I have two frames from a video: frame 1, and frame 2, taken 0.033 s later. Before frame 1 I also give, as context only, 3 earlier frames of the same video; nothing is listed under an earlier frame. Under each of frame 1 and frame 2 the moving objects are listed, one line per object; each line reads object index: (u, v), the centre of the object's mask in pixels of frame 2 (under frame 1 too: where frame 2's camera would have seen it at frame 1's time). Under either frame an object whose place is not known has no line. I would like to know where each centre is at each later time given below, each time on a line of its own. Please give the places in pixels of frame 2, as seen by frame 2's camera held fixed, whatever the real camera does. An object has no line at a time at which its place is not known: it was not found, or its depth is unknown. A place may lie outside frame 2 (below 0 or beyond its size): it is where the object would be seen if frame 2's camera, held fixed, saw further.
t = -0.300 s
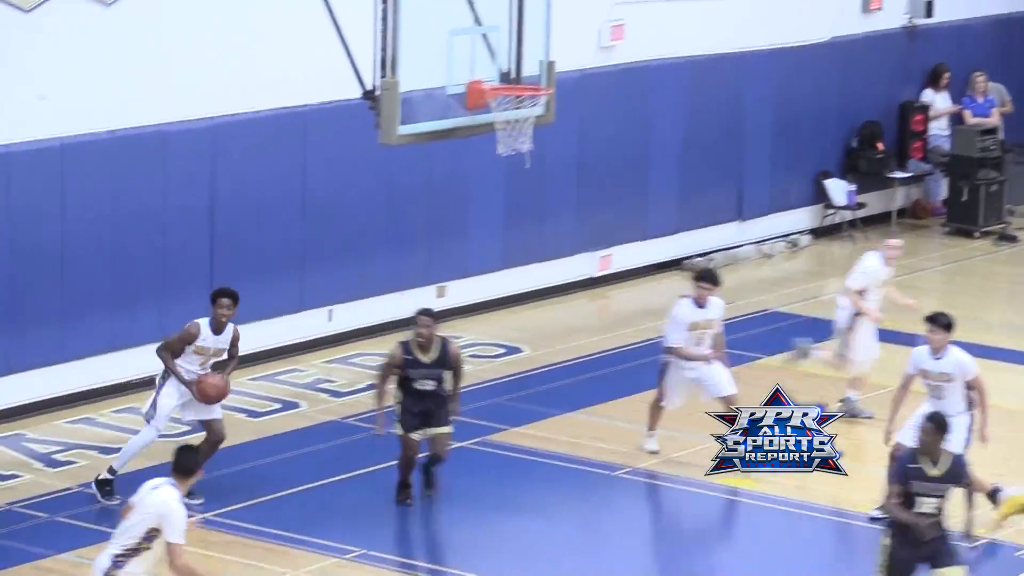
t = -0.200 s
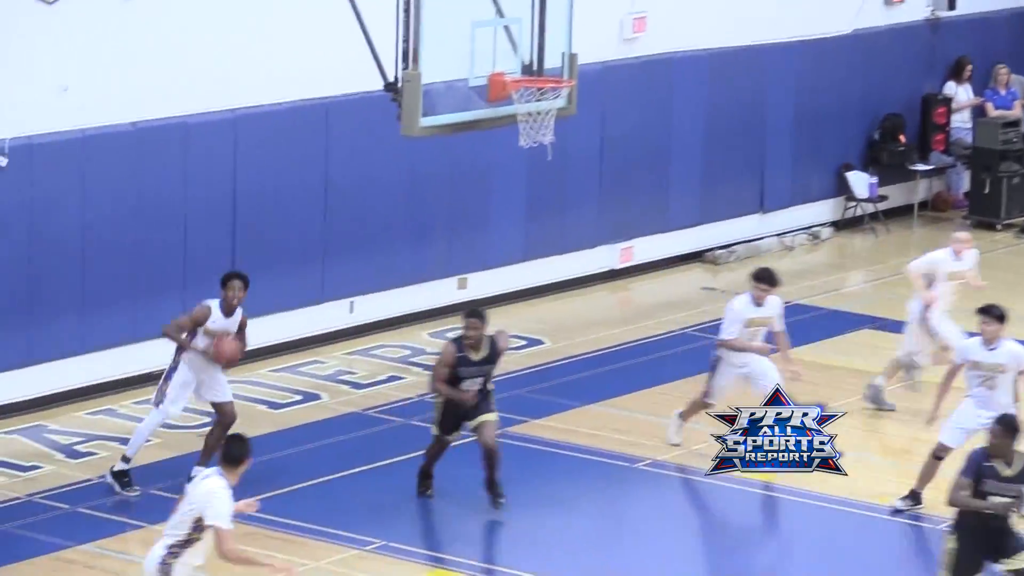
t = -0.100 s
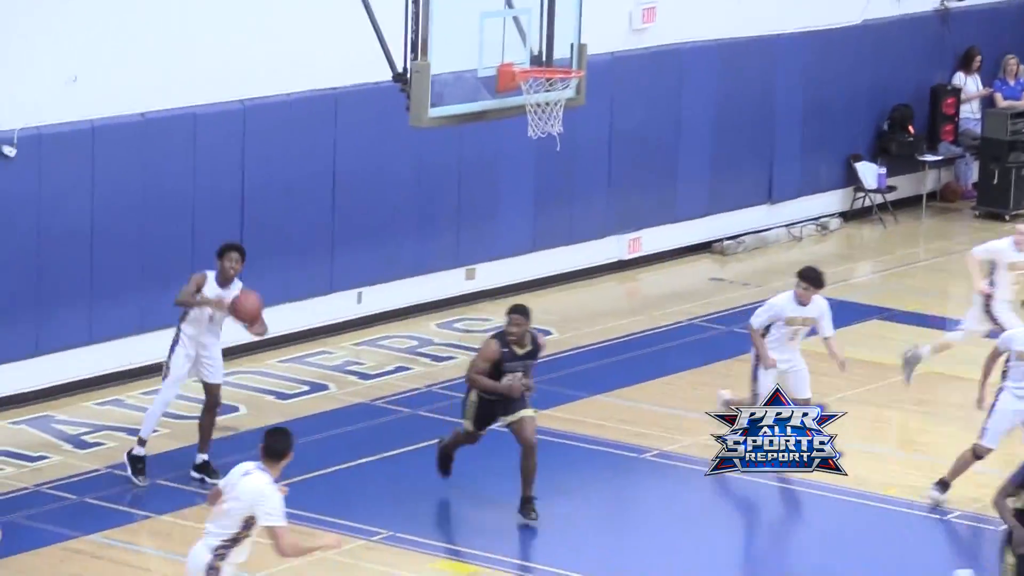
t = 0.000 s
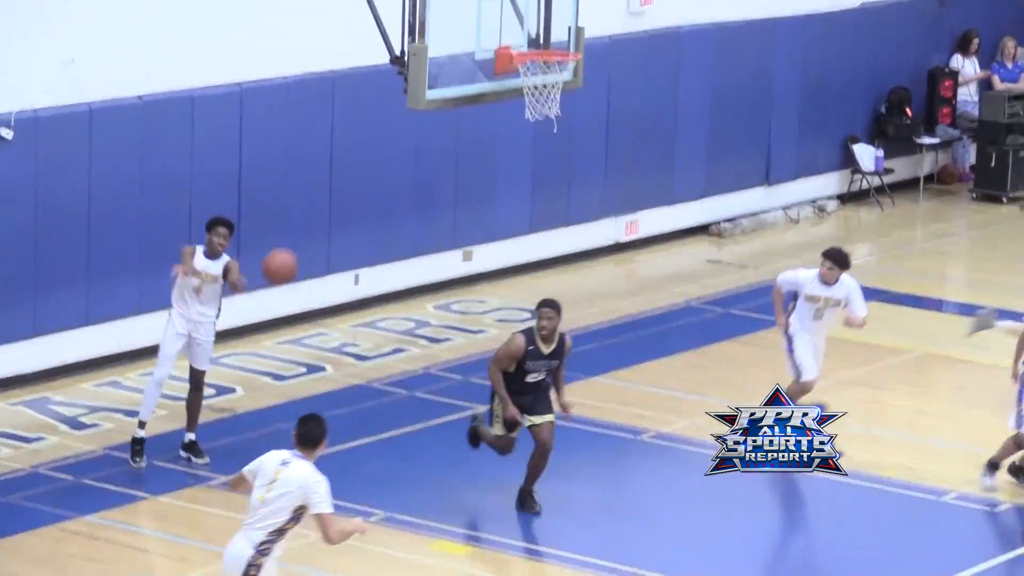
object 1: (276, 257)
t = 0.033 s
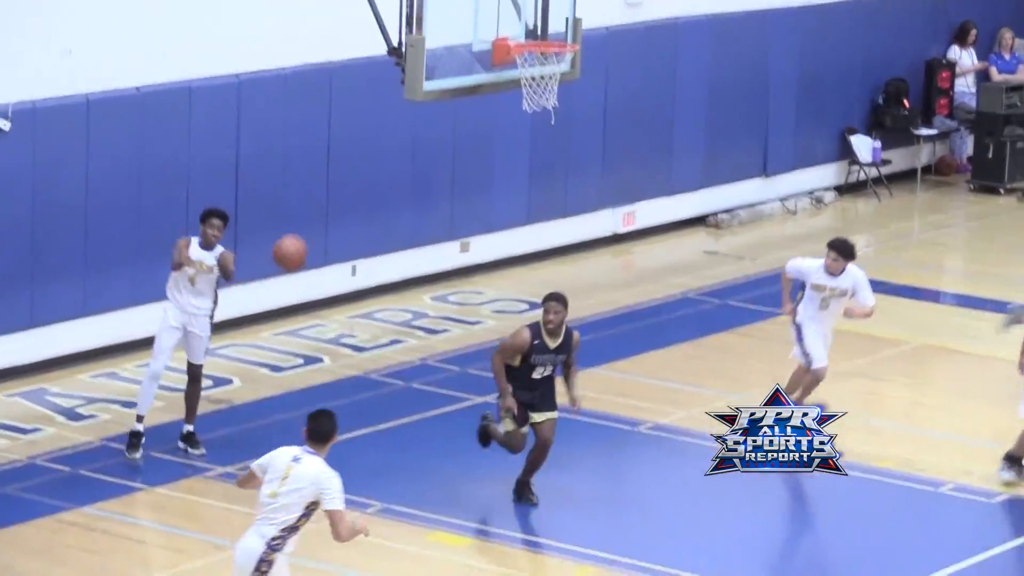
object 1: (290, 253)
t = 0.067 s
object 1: (304, 249)
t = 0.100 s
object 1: (318, 246)
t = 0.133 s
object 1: (332, 244)
